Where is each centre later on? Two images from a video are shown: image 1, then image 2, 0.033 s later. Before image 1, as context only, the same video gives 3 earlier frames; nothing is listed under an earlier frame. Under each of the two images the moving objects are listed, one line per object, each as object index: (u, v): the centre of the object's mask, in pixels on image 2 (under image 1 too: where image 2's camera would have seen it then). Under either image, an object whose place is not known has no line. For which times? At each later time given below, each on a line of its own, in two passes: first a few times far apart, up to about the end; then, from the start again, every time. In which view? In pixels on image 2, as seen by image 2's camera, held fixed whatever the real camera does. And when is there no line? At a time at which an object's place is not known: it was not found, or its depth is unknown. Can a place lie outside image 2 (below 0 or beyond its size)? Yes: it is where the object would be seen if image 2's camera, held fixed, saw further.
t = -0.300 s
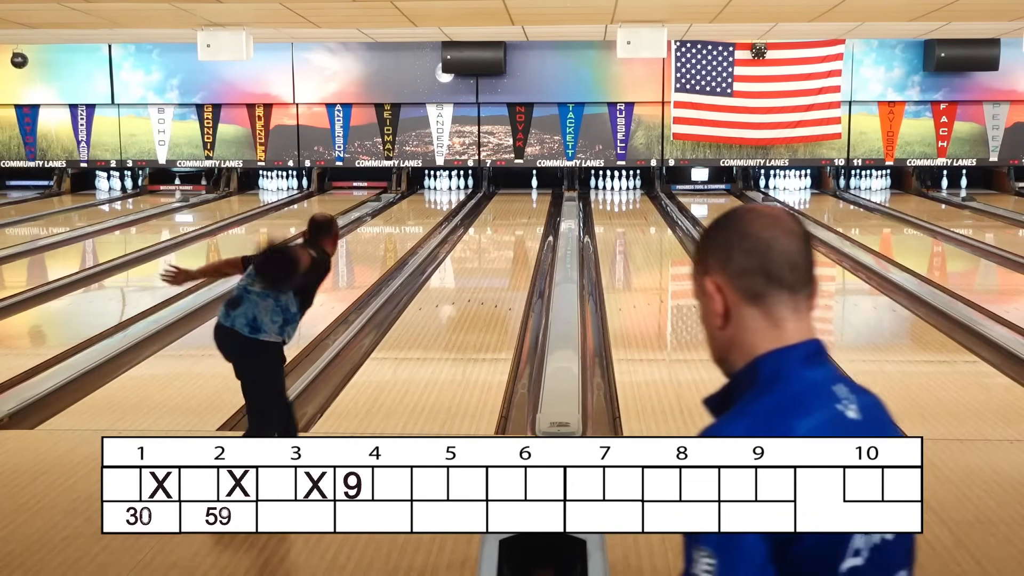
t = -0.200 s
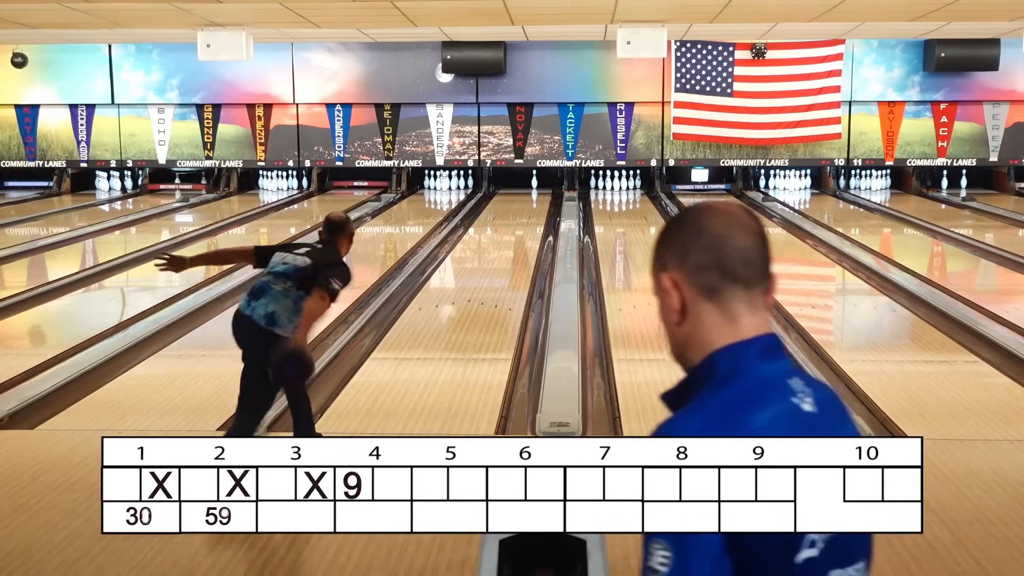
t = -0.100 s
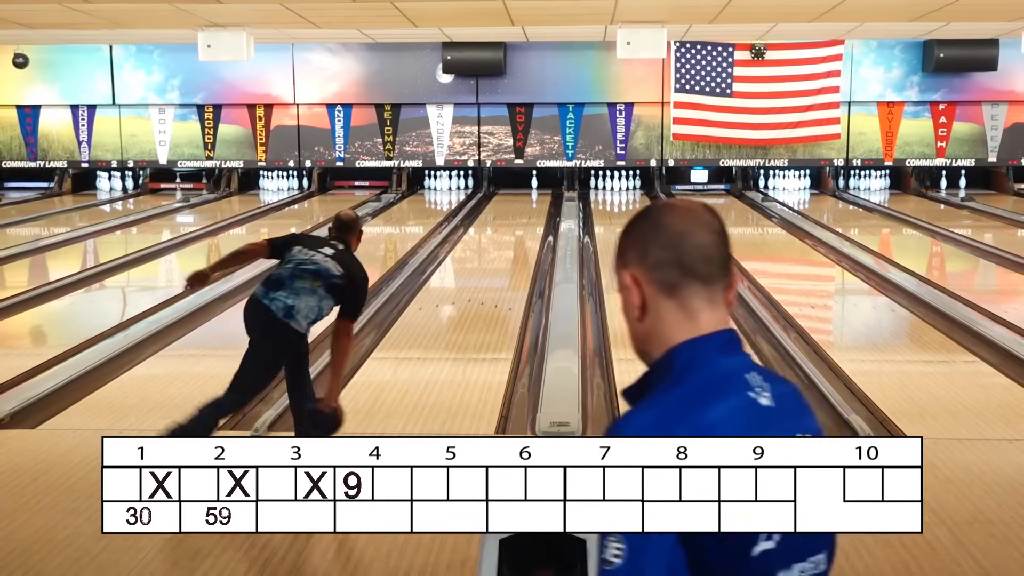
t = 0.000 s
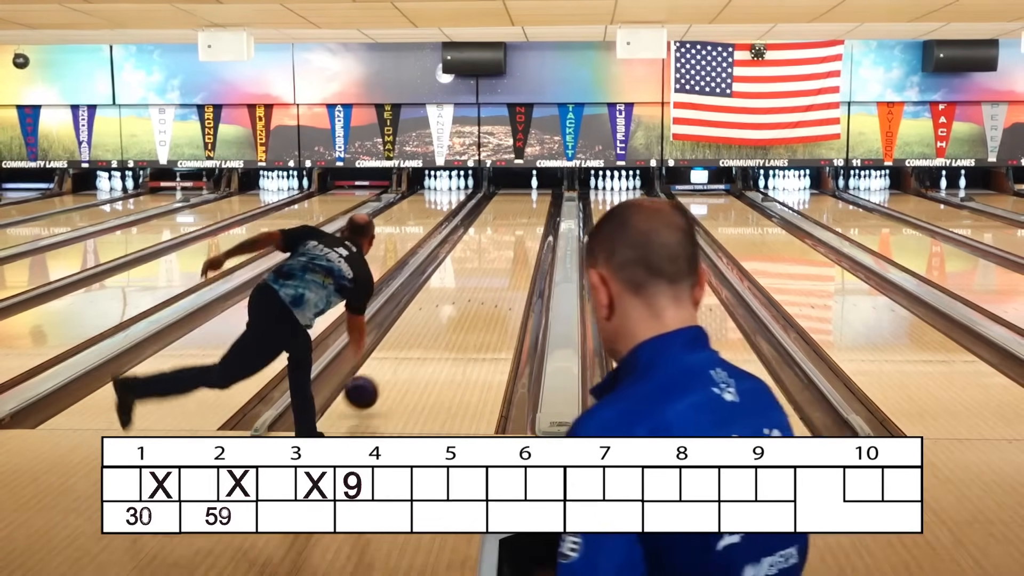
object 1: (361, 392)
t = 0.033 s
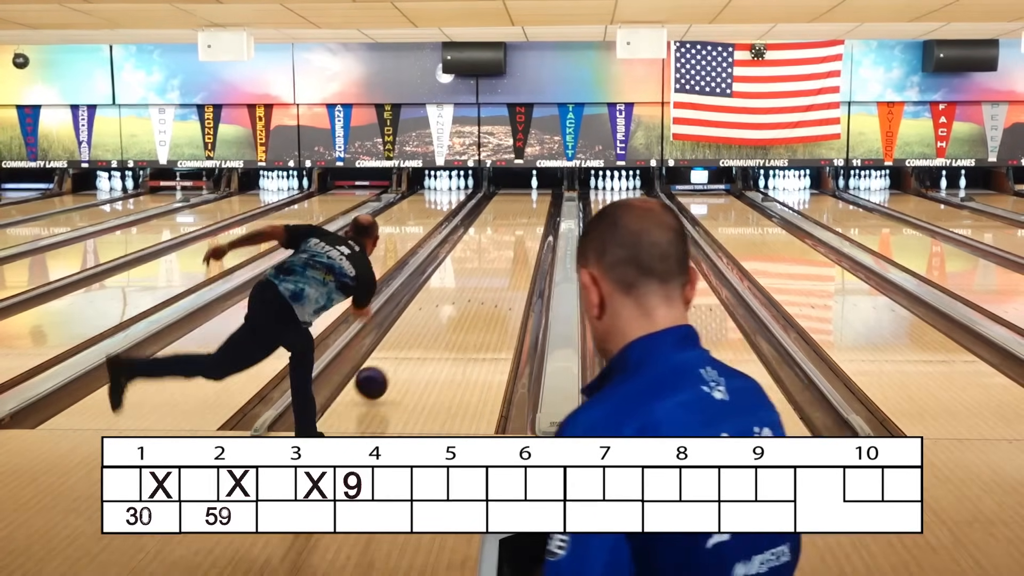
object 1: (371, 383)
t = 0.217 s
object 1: (415, 336)
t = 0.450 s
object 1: (452, 291)
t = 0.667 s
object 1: (476, 262)
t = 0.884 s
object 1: (493, 242)
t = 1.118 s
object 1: (508, 224)
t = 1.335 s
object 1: (518, 212)
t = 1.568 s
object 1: (525, 200)
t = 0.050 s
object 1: (376, 379)
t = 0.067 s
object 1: (381, 376)
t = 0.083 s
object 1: (385, 371)
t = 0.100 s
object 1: (389, 366)
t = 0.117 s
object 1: (394, 361)
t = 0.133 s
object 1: (397, 357)
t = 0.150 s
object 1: (401, 352)
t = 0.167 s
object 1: (405, 348)
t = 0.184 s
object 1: (409, 344)
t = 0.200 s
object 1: (412, 340)
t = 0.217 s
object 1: (415, 336)
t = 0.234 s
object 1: (418, 332)
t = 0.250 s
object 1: (422, 328)
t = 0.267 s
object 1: (424, 324)
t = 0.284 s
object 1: (428, 321)
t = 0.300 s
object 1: (430, 317)
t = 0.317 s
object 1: (433, 314)
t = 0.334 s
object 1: (435, 311)
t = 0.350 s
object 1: (438, 308)
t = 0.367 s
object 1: (440, 308)
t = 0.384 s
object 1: (441, 310)
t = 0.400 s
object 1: (448, 295)
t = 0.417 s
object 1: (448, 296)
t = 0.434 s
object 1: (450, 293)
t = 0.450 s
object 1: (452, 291)
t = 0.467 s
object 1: (454, 288)
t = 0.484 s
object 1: (456, 286)
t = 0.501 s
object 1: (458, 283)
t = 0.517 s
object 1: (460, 281)
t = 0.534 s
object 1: (462, 279)
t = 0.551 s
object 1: (464, 276)
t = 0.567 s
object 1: (466, 274)
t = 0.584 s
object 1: (467, 272)
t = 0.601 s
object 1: (469, 270)
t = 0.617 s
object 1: (471, 268)
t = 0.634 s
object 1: (473, 266)
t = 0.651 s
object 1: (474, 264)
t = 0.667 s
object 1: (476, 262)
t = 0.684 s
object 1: (477, 261)
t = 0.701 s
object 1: (479, 259)
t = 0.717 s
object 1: (480, 257)
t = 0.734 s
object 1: (482, 256)
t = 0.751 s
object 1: (483, 254)
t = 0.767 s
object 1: (484, 252)
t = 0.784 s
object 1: (486, 251)
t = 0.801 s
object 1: (487, 249)
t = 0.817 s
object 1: (488, 248)
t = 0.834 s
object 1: (490, 246)
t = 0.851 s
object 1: (491, 245)
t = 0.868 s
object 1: (492, 243)
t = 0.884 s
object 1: (493, 242)
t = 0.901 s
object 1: (494, 240)
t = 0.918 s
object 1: (496, 239)
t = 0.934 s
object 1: (497, 238)
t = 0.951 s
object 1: (498, 236)
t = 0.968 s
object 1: (499, 235)
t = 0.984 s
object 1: (500, 234)
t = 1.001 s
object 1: (501, 232)
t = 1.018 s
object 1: (502, 231)
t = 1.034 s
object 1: (503, 230)
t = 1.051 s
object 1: (504, 229)
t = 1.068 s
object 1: (505, 227)
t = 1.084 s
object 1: (506, 226)
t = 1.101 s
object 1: (507, 225)
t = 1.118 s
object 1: (508, 224)
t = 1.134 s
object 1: (508, 223)
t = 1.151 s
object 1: (509, 222)
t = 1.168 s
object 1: (510, 221)
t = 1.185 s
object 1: (511, 220)
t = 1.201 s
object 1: (512, 219)
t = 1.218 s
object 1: (513, 218)
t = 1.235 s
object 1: (514, 217)
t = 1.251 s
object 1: (514, 216)
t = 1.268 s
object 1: (515, 215)
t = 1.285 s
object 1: (516, 214)
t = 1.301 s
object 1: (517, 213)
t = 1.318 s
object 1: (517, 212)
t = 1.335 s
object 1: (518, 212)
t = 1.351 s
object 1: (518, 211)
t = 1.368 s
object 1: (520, 208)
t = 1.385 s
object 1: (523, 208)
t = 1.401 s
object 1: (521, 207)
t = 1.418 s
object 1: (521, 207)
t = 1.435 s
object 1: (522, 206)
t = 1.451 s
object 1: (522, 205)
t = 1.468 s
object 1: (523, 204)
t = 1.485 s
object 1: (523, 203)
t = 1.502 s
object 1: (524, 203)
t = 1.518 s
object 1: (524, 202)
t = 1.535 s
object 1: (525, 201)
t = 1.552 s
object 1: (525, 201)
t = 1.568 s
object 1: (525, 200)
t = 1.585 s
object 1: (526, 199)
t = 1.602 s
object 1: (526, 199)
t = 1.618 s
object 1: (526, 198)
